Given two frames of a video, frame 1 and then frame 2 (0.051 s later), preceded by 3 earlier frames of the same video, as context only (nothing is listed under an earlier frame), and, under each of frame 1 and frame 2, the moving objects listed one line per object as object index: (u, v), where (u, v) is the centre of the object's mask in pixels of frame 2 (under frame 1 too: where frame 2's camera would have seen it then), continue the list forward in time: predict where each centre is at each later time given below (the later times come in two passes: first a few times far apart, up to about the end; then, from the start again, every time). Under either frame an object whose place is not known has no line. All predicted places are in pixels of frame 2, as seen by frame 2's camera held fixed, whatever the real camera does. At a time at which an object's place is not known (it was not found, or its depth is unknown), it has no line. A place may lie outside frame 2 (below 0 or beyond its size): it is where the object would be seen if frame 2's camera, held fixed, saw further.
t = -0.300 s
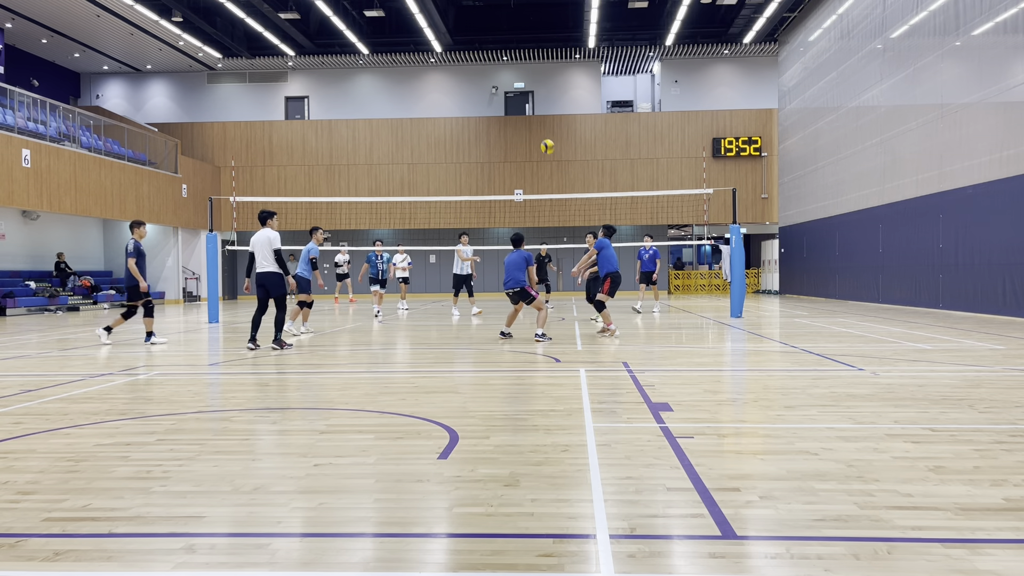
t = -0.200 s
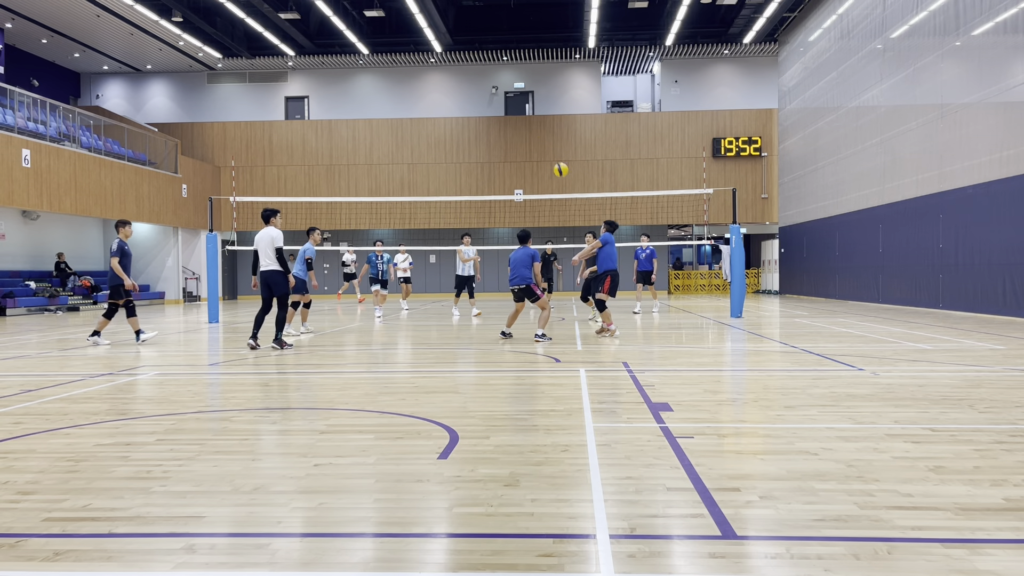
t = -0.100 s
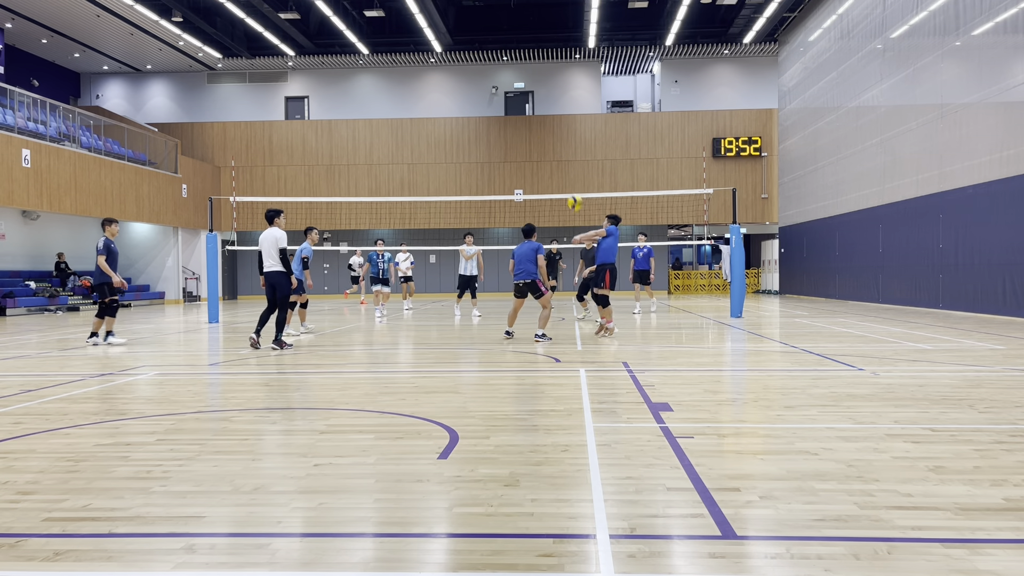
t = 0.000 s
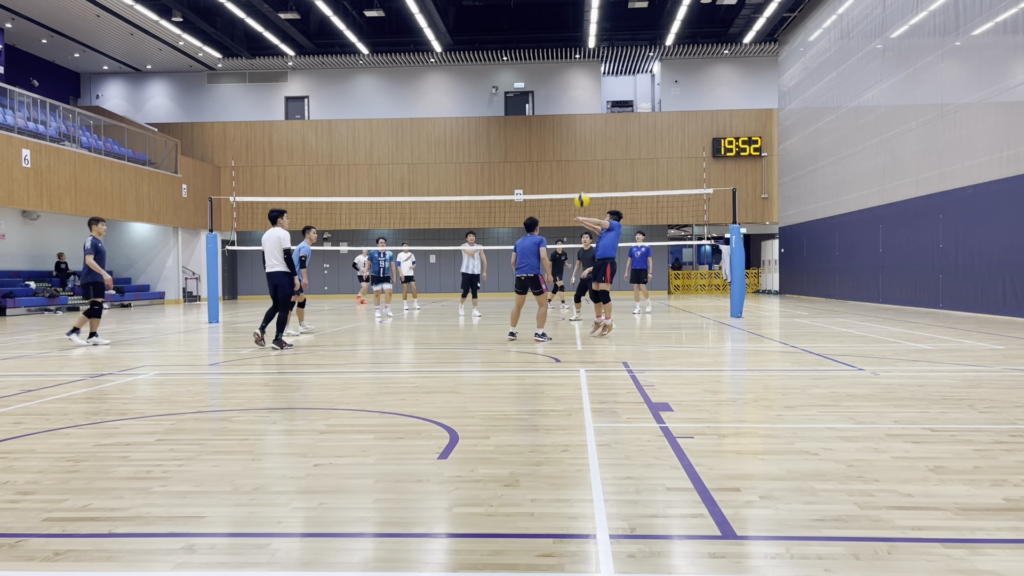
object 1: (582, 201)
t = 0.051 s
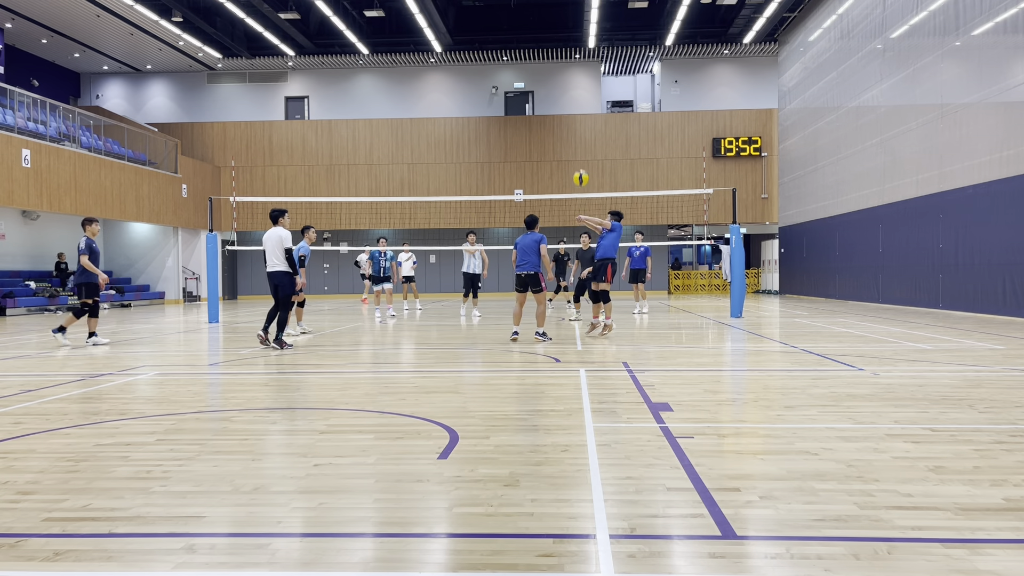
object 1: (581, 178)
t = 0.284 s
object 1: (575, 99)
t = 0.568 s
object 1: (570, 59)
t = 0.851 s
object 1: (565, 73)
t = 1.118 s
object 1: (561, 130)
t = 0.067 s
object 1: (580, 171)
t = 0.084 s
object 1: (580, 164)
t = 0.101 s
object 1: (580, 158)
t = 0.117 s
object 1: (579, 151)
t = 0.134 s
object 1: (579, 145)
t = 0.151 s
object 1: (578, 139)
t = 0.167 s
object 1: (578, 133)
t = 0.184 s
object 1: (578, 128)
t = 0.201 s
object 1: (577, 123)
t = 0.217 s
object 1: (577, 117)
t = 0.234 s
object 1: (577, 113)
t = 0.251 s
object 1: (576, 108)
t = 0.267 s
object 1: (576, 104)
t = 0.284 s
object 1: (575, 99)
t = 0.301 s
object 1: (575, 95)
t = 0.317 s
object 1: (575, 92)
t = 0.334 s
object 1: (574, 88)
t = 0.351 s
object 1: (574, 85)
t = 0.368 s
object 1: (574, 82)
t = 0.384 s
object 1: (573, 79)
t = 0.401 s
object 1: (573, 76)
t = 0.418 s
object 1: (573, 73)
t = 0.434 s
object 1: (572, 71)
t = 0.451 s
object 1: (572, 69)
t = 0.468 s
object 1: (571, 67)
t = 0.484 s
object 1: (571, 65)
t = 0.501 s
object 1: (571, 64)
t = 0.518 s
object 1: (571, 62)
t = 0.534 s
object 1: (571, 61)
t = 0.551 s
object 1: (570, 60)
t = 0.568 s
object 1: (570, 59)
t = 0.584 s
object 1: (570, 59)
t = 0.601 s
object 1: (569, 58)
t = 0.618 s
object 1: (569, 58)
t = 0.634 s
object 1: (569, 58)
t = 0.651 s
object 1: (568, 58)
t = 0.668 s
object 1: (568, 59)
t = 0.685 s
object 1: (568, 59)
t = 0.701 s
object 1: (567, 60)
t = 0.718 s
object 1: (567, 60)
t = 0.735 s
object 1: (567, 61)
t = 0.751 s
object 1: (566, 63)
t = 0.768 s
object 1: (566, 64)
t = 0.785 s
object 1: (566, 65)
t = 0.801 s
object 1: (566, 67)
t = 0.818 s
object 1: (565, 69)
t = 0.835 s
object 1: (565, 71)
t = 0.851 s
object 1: (565, 73)
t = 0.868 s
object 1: (565, 76)
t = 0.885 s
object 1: (564, 78)
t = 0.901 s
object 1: (564, 81)
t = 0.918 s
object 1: (564, 84)
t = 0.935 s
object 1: (564, 87)
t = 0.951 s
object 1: (563, 90)
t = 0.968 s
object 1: (563, 93)
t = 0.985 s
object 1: (563, 97)
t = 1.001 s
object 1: (563, 101)
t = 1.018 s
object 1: (562, 104)
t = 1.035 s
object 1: (562, 109)
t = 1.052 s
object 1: (562, 113)
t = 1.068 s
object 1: (562, 117)
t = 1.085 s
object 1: (562, 121)
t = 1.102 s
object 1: (561, 126)
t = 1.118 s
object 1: (561, 130)
